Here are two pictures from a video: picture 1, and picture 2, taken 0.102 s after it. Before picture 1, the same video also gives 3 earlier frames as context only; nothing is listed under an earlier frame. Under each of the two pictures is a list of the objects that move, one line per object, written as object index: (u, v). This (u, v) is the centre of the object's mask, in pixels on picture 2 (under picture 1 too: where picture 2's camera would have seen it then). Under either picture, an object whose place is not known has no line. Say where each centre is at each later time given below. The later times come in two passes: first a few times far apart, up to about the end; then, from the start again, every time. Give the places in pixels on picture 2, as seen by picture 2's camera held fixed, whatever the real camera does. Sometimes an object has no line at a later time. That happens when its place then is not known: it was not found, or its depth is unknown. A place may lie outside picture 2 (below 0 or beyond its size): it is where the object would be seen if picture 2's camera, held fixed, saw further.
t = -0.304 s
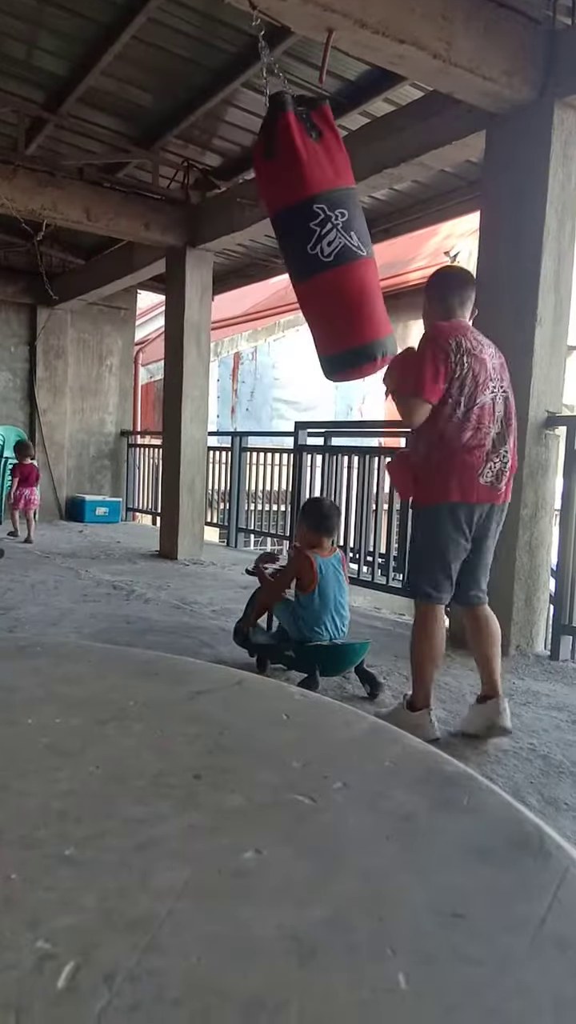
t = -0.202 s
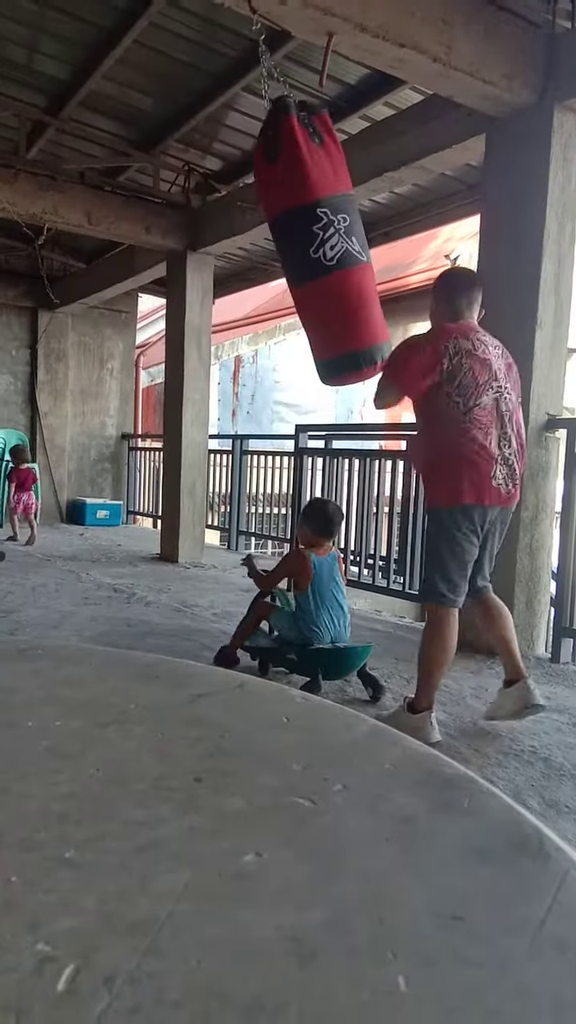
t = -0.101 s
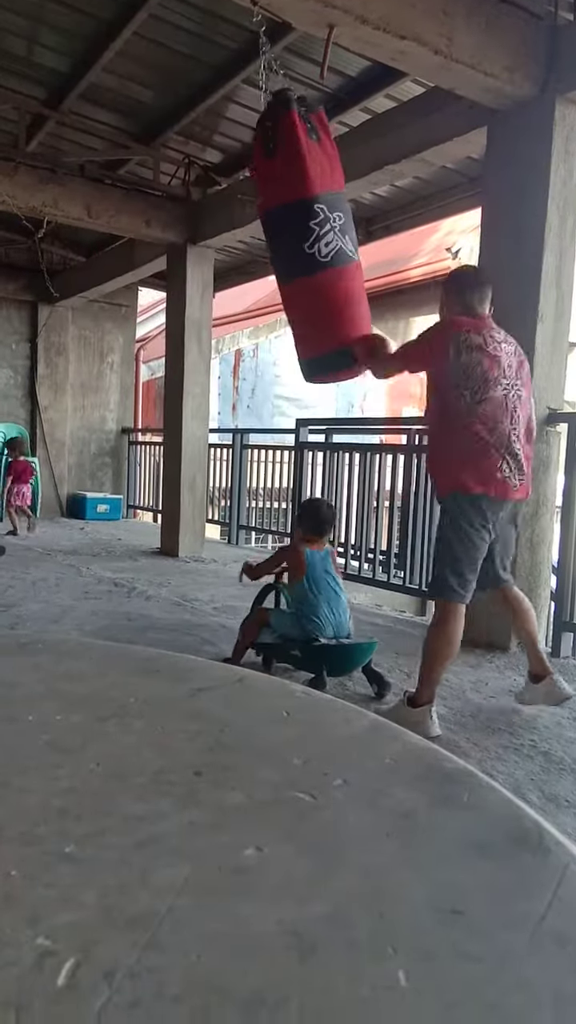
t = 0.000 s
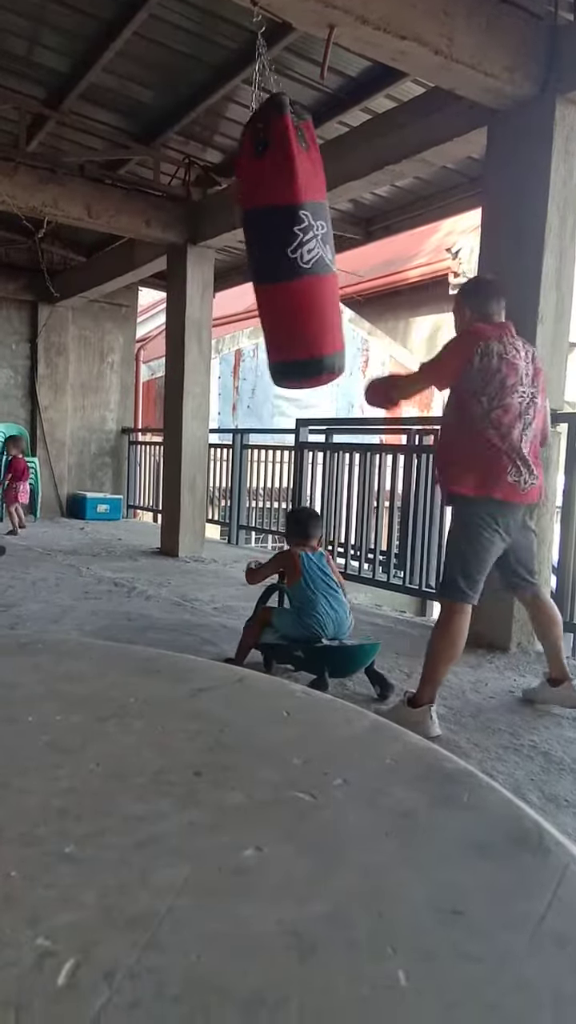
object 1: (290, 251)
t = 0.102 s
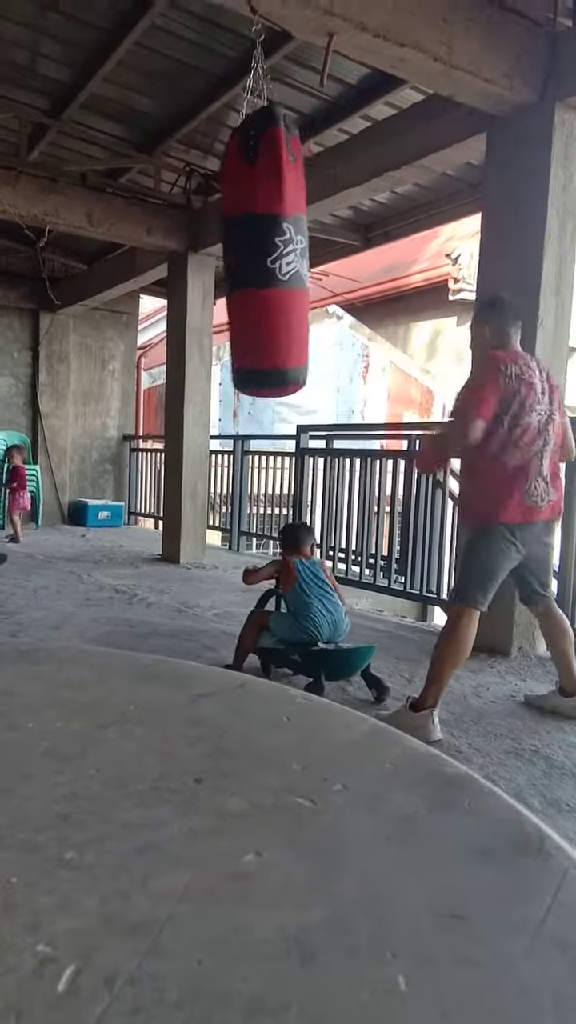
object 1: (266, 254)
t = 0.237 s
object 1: (229, 255)
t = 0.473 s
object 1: (177, 244)
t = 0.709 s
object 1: (160, 235)
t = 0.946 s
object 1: (187, 238)
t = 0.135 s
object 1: (257, 256)
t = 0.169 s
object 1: (247, 256)
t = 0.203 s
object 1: (239, 256)
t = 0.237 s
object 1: (229, 255)
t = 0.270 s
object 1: (220, 255)
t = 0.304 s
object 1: (212, 254)
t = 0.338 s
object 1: (204, 253)
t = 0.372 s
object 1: (196, 250)
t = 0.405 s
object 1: (189, 248)
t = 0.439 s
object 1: (182, 246)
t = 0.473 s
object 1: (177, 244)
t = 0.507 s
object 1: (170, 242)
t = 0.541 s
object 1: (166, 241)
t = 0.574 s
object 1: (164, 238)
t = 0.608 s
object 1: (162, 237)
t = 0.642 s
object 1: (161, 236)
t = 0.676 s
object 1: (160, 236)
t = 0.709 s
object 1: (160, 235)
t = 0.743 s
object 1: (161, 235)
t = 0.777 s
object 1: (163, 235)
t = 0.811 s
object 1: (166, 236)
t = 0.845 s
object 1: (169, 237)
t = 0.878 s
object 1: (174, 236)
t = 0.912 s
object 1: (180, 237)
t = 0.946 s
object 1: (187, 238)
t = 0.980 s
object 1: (194, 240)
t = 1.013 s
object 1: (202, 243)
